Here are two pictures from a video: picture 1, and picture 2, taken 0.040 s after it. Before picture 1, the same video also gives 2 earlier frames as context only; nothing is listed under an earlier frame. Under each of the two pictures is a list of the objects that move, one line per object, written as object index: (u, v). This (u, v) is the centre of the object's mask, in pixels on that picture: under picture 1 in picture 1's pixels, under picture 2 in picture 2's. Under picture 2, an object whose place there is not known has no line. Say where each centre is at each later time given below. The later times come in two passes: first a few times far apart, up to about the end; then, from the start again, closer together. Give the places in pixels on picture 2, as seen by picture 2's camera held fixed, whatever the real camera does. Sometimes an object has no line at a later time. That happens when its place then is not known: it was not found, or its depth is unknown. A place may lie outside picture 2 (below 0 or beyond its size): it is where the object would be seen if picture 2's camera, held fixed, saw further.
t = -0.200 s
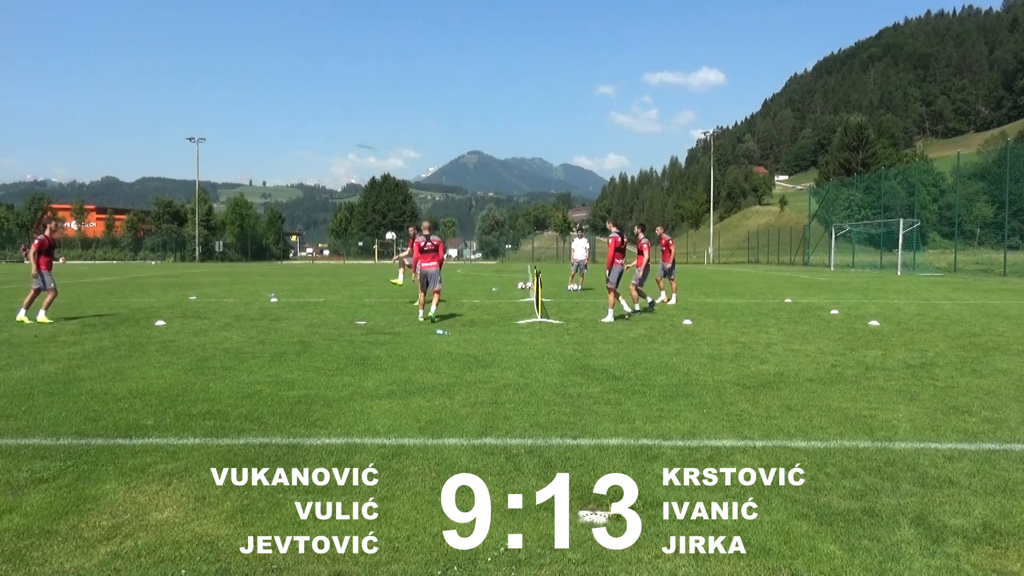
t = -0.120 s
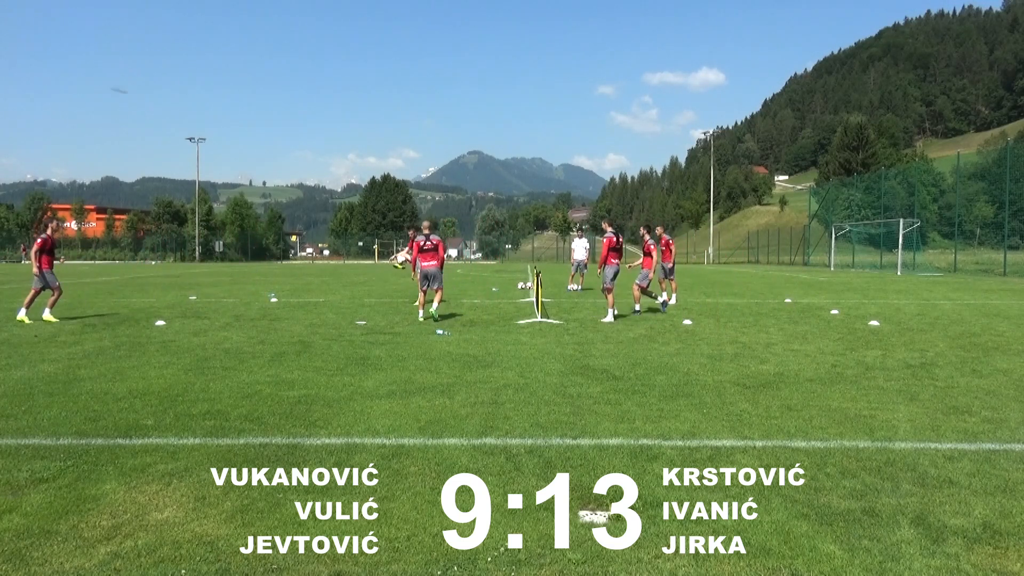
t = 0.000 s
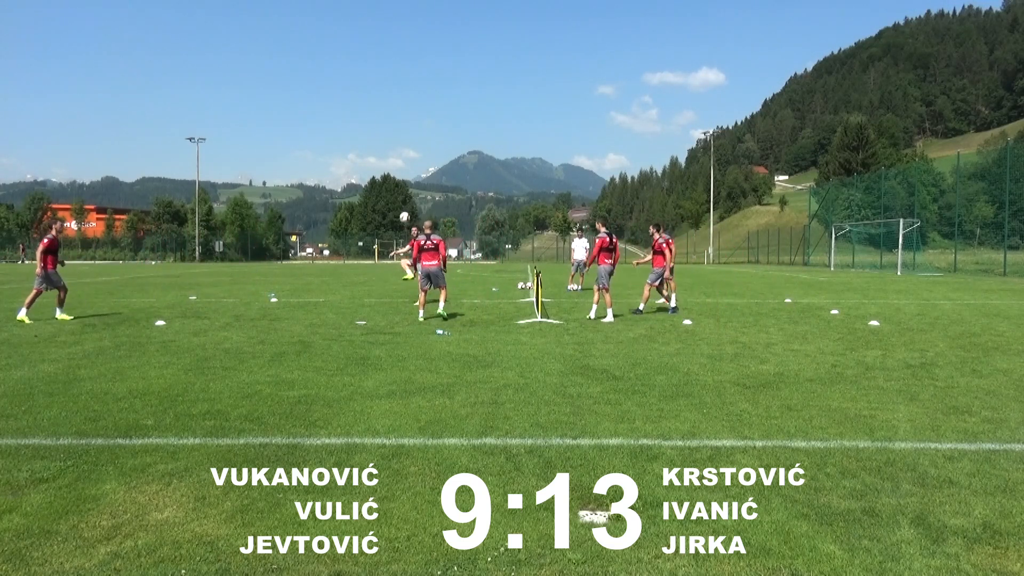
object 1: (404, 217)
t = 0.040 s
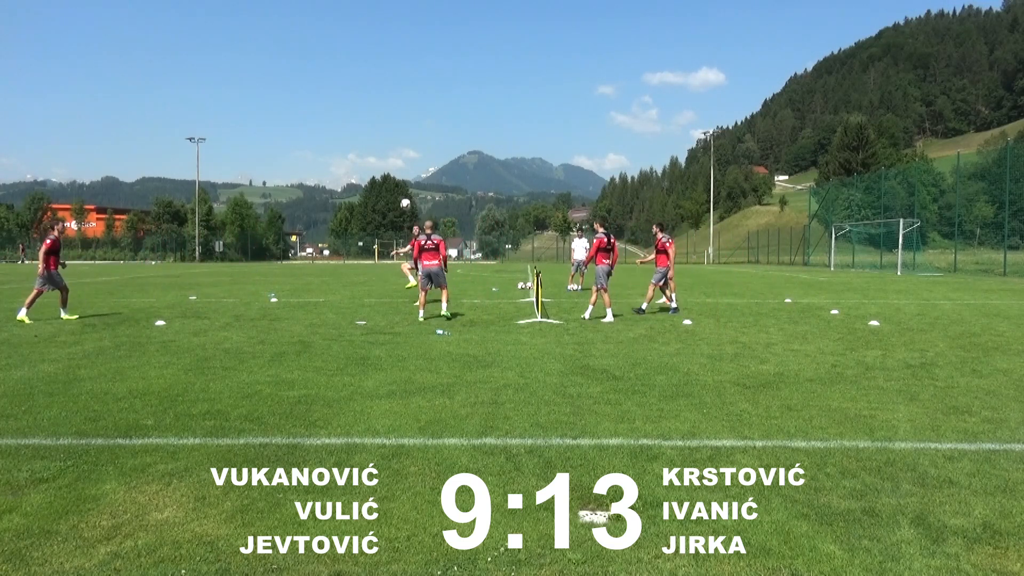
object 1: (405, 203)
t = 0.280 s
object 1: (411, 139)
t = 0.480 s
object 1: (417, 104)
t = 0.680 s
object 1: (423, 88)
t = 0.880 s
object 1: (429, 91)
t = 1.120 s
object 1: (437, 123)
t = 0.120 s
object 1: (407, 179)
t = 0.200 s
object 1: (409, 158)
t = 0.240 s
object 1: (410, 148)
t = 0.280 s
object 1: (411, 139)
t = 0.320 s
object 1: (412, 131)
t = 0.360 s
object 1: (413, 123)
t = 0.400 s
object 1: (415, 116)
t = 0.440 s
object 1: (416, 110)
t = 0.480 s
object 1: (417, 104)
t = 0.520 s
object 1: (418, 100)
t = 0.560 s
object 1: (419, 96)
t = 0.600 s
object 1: (420, 92)
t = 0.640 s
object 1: (421, 89)
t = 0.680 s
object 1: (423, 88)
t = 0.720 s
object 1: (424, 87)
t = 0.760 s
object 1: (425, 87)
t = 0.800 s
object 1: (426, 87)
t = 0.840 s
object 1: (428, 89)
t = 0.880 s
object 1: (429, 91)
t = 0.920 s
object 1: (430, 94)
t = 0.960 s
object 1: (432, 98)
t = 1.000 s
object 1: (433, 103)
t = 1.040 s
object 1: (434, 109)
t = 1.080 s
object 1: (436, 115)
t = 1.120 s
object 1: (437, 123)
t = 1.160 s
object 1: (439, 132)
